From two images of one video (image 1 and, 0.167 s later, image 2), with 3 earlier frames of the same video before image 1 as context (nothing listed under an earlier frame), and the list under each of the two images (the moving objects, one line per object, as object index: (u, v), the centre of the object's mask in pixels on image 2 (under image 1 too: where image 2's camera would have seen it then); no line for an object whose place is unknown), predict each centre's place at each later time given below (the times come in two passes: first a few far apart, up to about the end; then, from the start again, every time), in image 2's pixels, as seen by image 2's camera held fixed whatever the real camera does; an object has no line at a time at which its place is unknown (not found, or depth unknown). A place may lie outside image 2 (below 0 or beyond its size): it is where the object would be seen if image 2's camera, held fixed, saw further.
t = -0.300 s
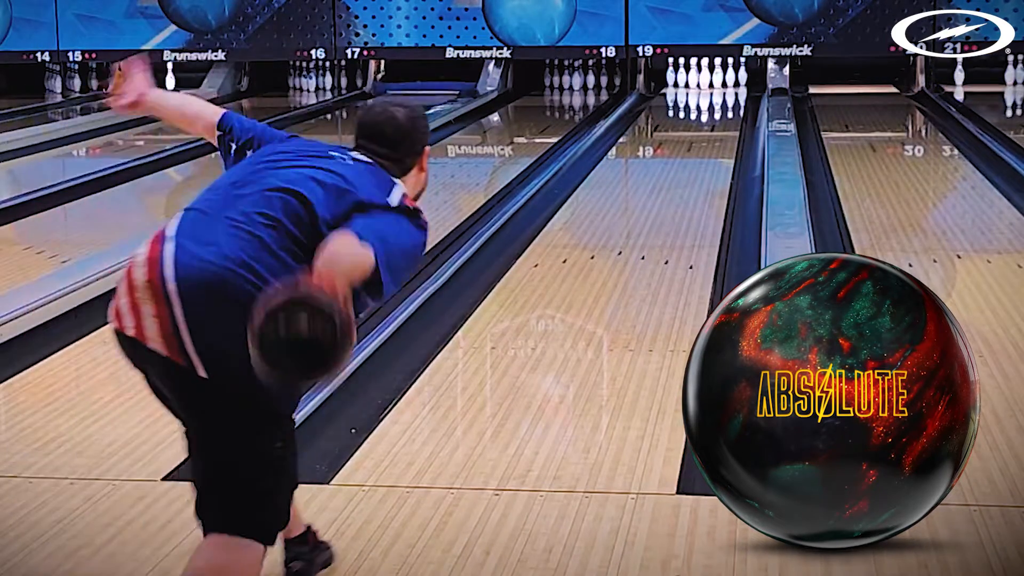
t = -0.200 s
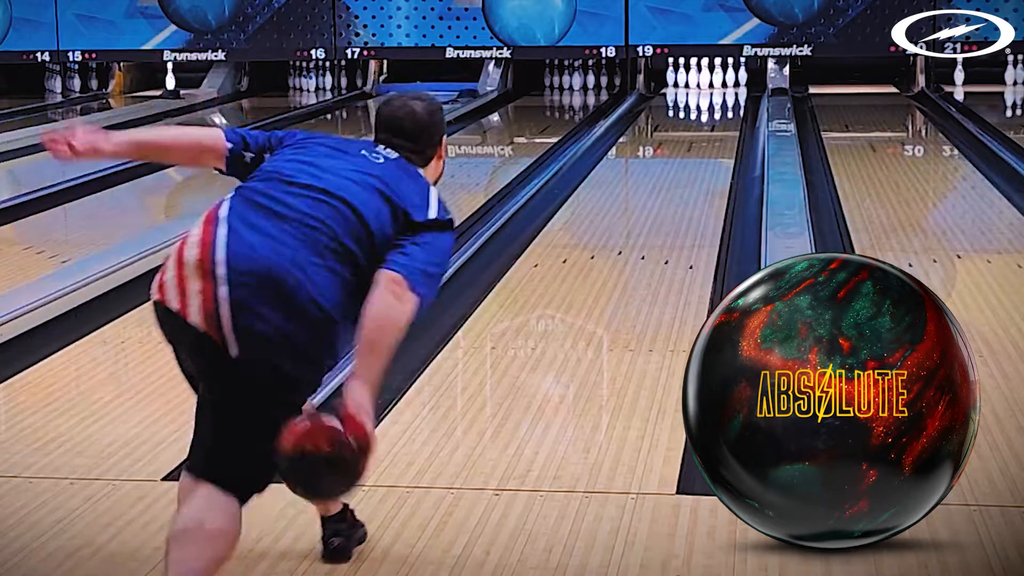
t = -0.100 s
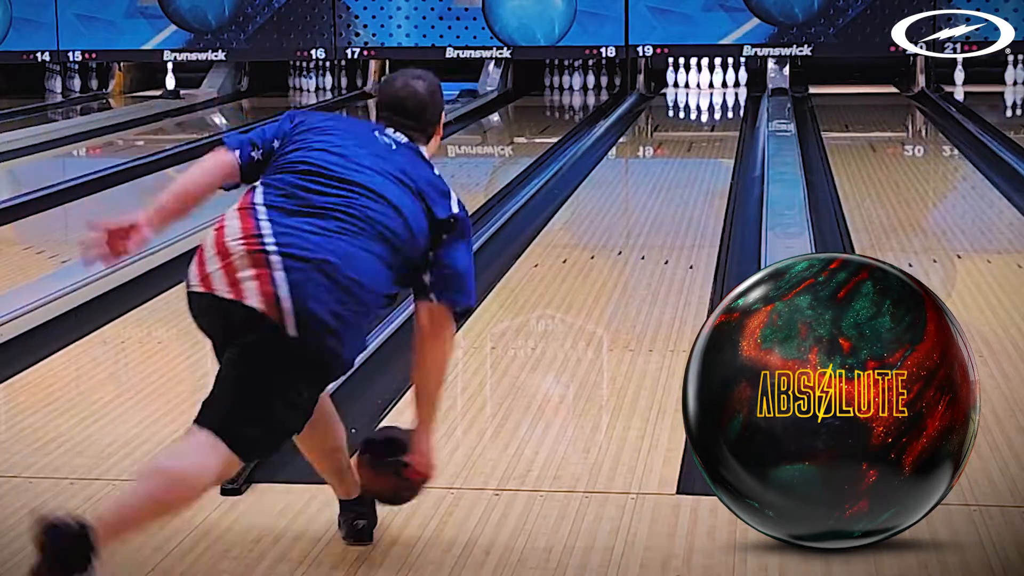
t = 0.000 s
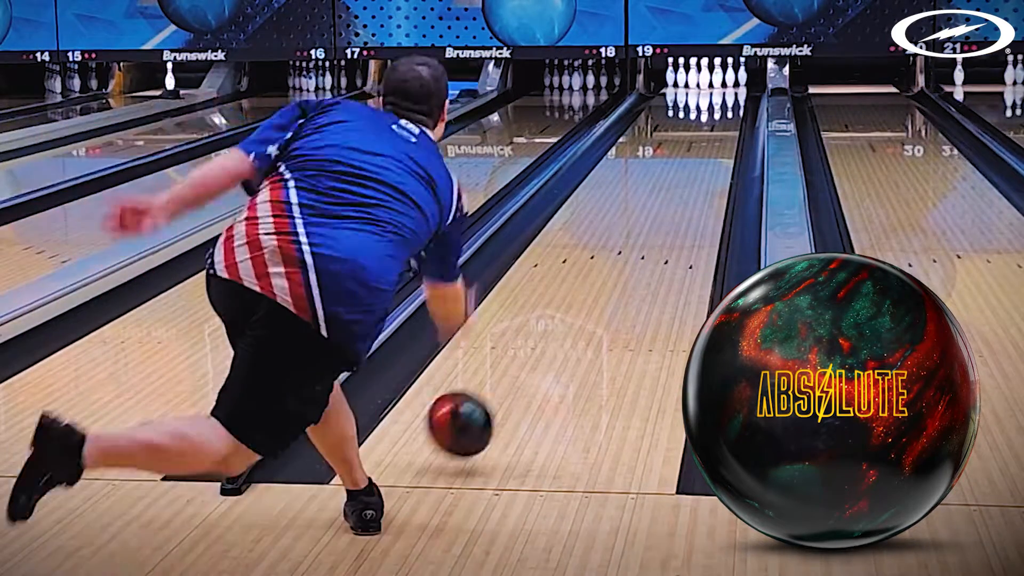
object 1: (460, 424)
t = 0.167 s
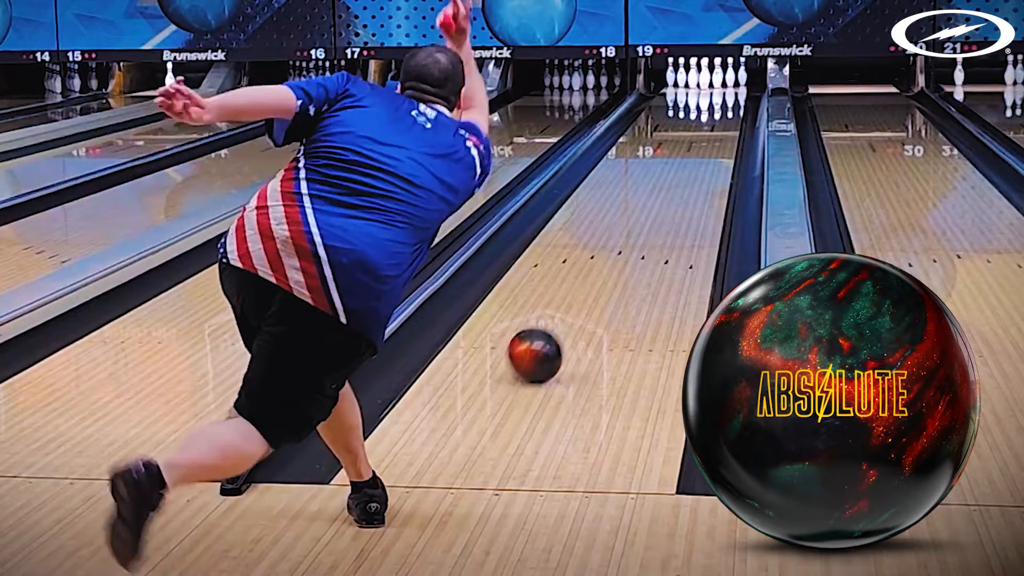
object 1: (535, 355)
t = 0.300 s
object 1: (577, 305)
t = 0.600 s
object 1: (641, 228)
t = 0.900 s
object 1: (679, 179)
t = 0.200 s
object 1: (547, 341)
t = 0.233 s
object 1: (558, 328)
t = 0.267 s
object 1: (568, 316)
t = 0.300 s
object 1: (577, 305)
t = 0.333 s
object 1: (586, 294)
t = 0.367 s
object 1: (594, 284)
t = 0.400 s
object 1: (602, 274)
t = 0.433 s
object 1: (610, 265)
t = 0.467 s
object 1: (617, 257)
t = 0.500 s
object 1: (623, 249)
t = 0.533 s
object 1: (629, 242)
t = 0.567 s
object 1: (635, 235)
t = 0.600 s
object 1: (641, 228)
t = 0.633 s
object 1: (646, 222)
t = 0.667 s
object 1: (651, 215)
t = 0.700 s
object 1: (656, 209)
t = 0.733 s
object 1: (660, 204)
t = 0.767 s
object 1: (665, 198)
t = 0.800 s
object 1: (669, 193)
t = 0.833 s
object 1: (672, 188)
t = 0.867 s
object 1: (676, 184)
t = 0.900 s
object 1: (679, 179)
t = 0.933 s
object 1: (683, 175)
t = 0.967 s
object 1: (686, 171)
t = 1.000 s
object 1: (689, 167)
